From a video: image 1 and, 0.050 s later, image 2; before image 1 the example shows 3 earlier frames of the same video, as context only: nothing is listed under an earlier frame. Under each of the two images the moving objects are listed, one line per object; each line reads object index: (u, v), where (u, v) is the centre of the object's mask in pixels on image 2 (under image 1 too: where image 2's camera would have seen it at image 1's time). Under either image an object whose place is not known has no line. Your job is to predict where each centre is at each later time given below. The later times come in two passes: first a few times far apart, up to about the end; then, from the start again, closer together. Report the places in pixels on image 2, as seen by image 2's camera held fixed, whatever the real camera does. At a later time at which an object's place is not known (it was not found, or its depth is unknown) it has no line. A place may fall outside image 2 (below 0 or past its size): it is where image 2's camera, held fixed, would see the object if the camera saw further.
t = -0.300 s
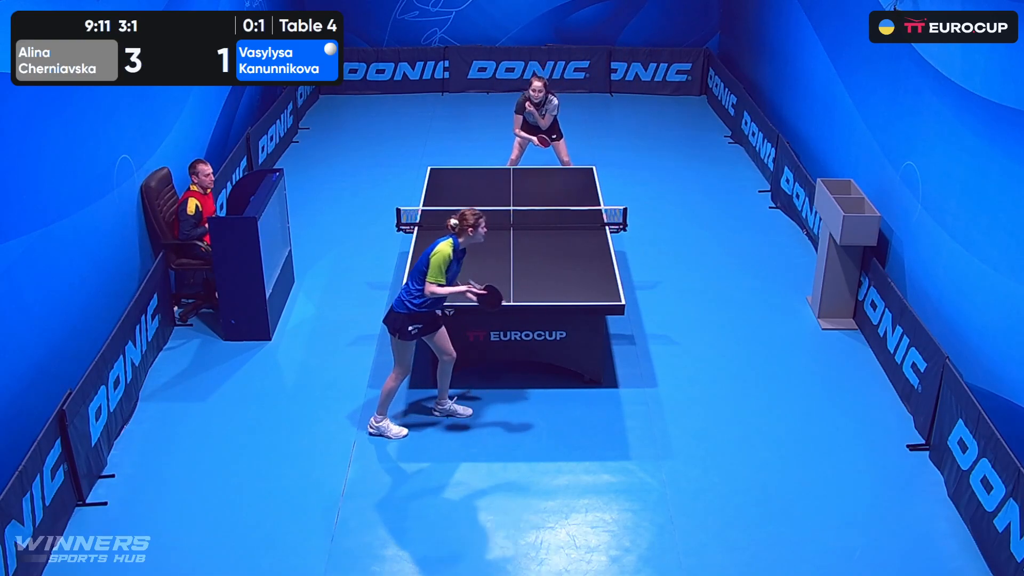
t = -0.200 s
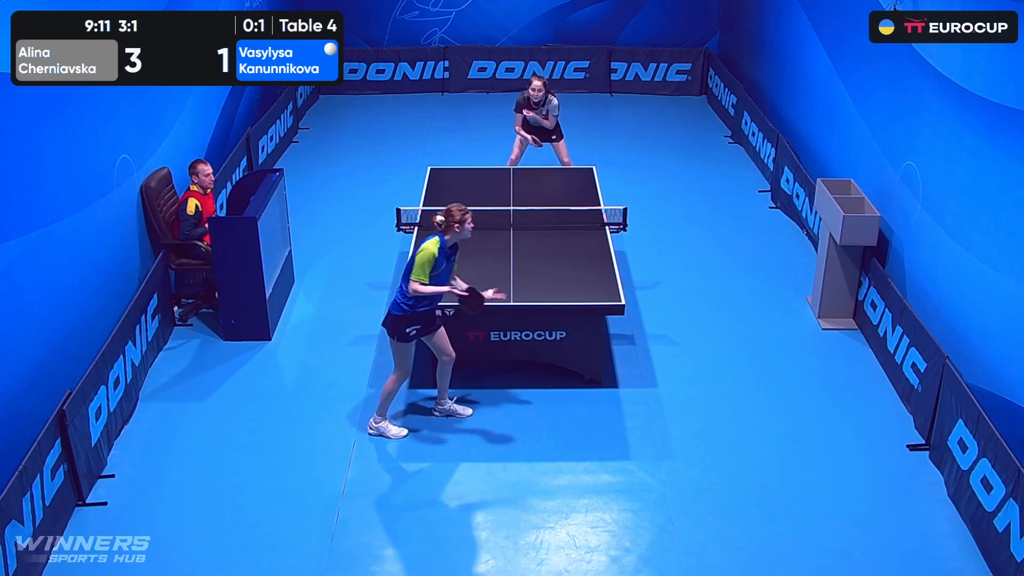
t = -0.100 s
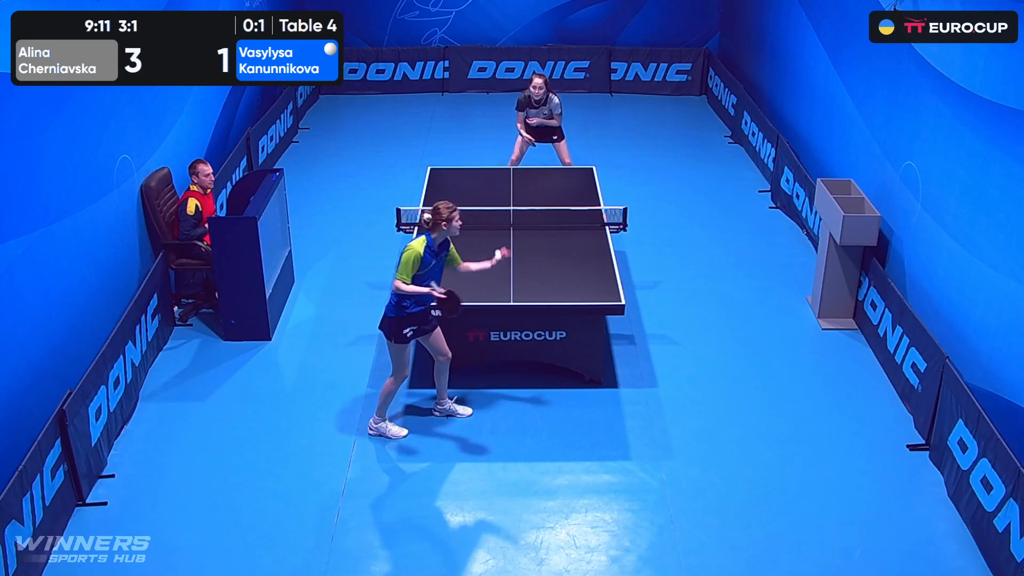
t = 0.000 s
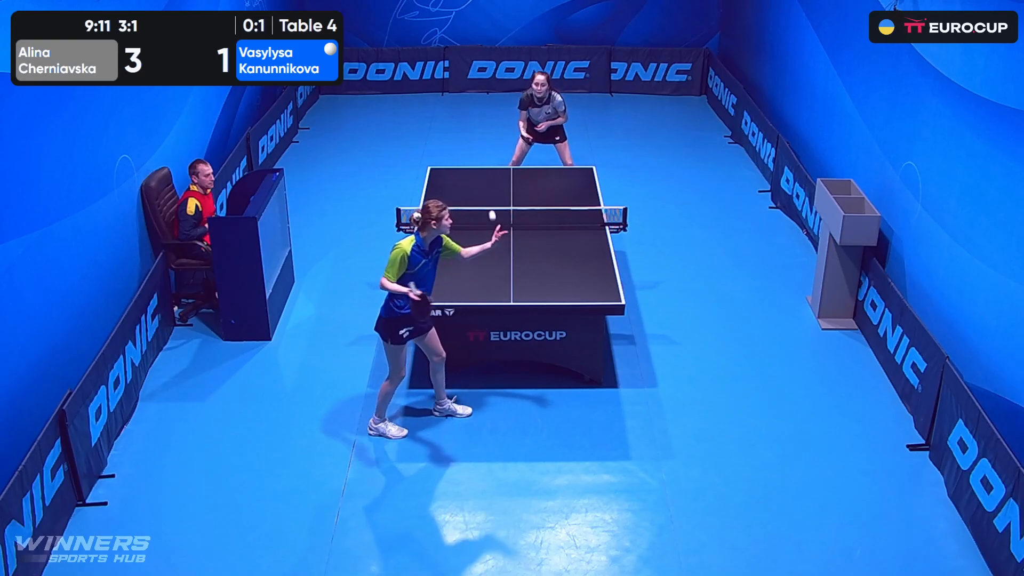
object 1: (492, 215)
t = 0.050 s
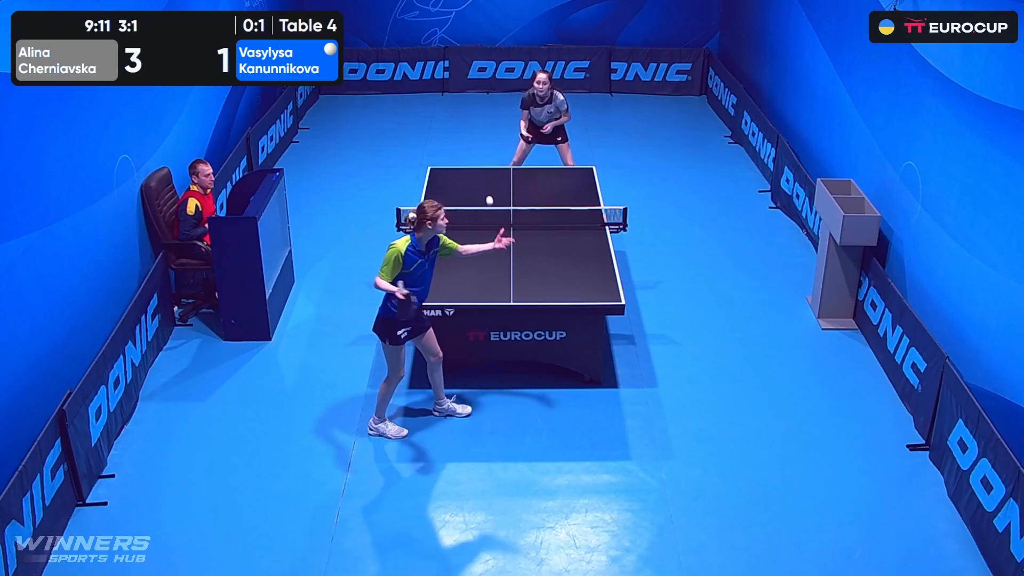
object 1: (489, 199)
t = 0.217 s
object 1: (480, 176)
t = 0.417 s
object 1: (470, 201)
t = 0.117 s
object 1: (485, 183)
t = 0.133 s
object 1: (485, 182)
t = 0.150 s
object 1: (484, 180)
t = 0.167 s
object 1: (483, 179)
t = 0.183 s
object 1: (482, 178)
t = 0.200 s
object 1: (481, 177)
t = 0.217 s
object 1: (480, 176)
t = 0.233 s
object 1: (479, 176)
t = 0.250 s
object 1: (479, 177)
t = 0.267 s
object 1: (478, 177)
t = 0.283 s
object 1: (477, 178)
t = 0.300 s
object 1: (476, 180)
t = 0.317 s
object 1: (475, 181)
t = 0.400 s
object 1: (471, 198)
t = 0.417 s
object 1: (470, 201)
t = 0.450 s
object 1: (468, 213)
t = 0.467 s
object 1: (468, 218)
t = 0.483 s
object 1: (467, 224)
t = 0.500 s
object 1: (466, 230)
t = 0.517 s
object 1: (465, 236)
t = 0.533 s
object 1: (465, 243)
